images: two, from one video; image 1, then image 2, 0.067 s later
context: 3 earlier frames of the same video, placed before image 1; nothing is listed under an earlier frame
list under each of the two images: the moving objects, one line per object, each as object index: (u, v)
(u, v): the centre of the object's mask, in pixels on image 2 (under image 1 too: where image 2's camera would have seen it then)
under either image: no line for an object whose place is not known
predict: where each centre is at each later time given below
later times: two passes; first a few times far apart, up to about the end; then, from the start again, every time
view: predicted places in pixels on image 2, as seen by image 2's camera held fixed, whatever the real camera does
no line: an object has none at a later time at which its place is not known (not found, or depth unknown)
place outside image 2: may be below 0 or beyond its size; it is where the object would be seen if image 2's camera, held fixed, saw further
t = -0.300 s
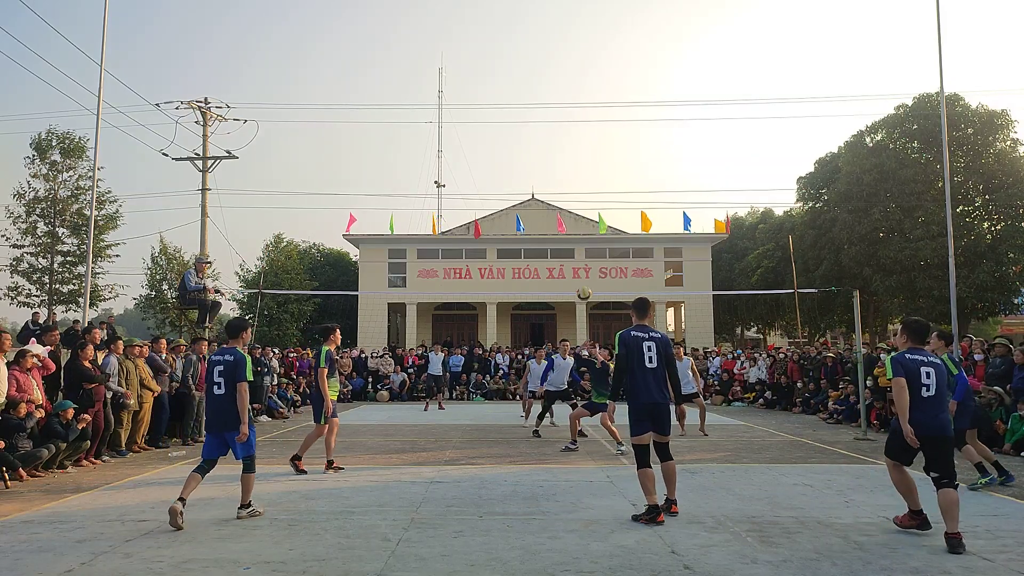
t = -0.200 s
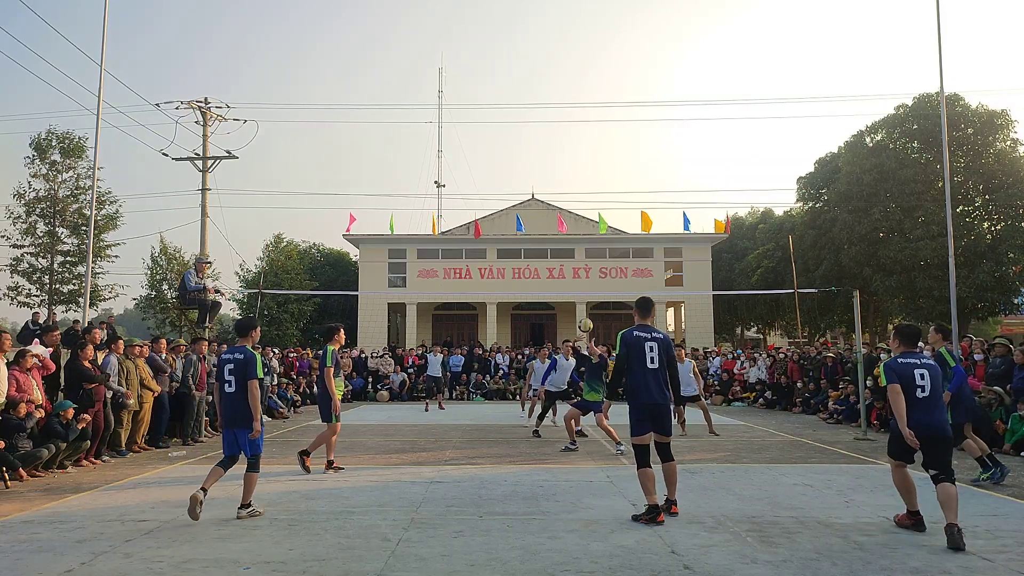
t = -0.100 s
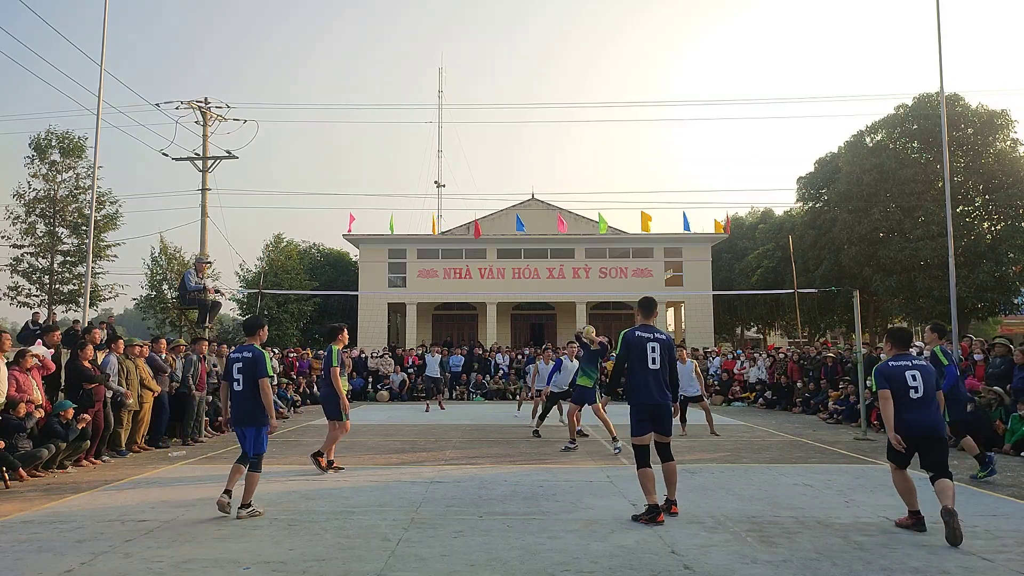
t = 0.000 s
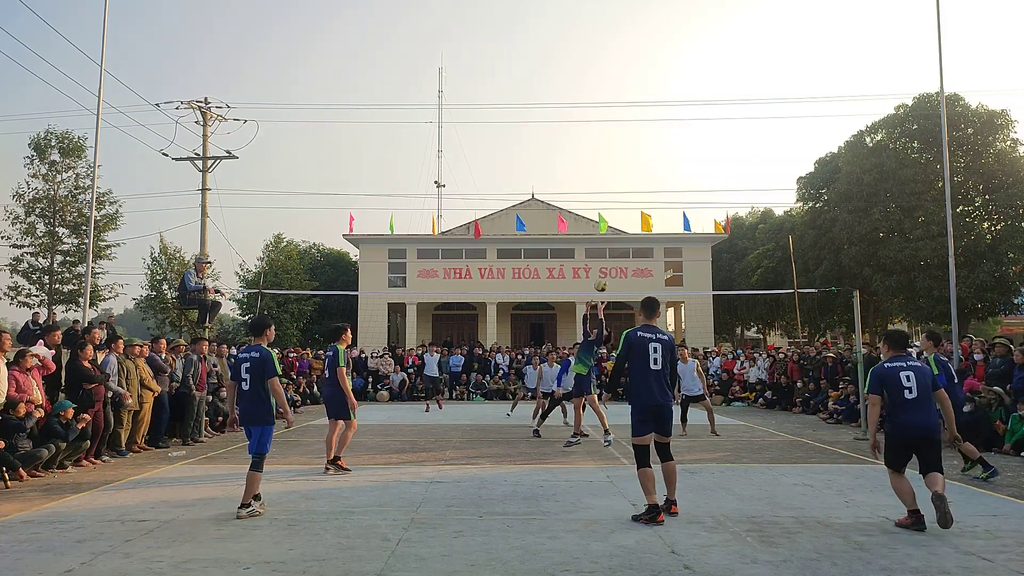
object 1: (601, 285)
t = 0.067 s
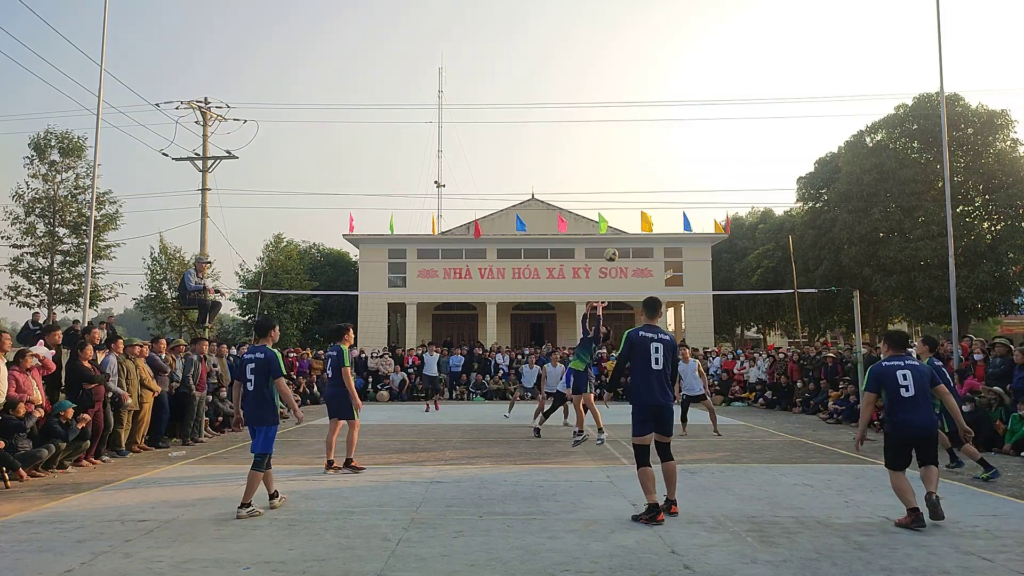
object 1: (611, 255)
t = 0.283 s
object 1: (643, 179)
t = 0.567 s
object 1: (686, 128)
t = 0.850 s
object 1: (729, 128)
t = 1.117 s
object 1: (771, 172)
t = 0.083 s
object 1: (613, 248)
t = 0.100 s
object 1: (617, 242)
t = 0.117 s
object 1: (619, 235)
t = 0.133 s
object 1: (621, 228)
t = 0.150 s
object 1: (623, 222)
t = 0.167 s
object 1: (626, 216)
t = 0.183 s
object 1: (628, 210)
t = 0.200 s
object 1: (630, 205)
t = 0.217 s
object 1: (633, 199)
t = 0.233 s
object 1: (635, 194)
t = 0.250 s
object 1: (638, 189)
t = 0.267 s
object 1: (640, 184)
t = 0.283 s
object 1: (643, 179)
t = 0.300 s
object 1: (645, 175)
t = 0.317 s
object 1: (648, 170)
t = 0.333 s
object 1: (651, 166)
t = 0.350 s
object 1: (653, 163)
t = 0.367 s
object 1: (655, 159)
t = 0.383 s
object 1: (658, 155)
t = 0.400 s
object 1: (660, 152)
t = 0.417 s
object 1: (663, 149)
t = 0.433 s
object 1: (666, 146)
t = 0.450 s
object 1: (668, 143)
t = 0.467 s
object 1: (670, 140)
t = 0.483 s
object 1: (673, 138)
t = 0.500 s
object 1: (676, 136)
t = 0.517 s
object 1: (678, 134)
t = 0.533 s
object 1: (681, 132)
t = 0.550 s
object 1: (683, 130)
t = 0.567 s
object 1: (686, 128)
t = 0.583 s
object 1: (688, 127)
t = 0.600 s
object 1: (691, 126)
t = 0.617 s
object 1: (693, 125)
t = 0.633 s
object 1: (696, 124)
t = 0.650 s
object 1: (698, 123)
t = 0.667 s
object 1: (701, 123)
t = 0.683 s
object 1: (703, 122)
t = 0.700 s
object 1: (706, 122)
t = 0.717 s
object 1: (709, 122)
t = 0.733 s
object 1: (711, 122)
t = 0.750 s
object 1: (714, 123)
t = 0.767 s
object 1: (716, 123)
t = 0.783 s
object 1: (719, 124)
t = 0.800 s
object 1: (721, 125)
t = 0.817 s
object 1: (724, 126)
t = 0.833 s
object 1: (726, 127)
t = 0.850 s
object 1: (729, 128)
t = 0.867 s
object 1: (732, 130)
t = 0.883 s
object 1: (734, 131)
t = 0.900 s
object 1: (737, 133)
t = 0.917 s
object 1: (739, 134)
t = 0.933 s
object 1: (742, 137)
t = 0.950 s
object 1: (745, 139)
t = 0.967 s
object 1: (747, 142)
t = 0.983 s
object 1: (750, 145)
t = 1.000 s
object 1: (752, 148)
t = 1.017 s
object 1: (755, 151)
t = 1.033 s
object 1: (758, 154)
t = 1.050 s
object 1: (760, 157)
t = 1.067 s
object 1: (763, 161)
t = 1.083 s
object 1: (766, 164)
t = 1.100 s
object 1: (768, 168)
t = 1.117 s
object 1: (771, 172)
